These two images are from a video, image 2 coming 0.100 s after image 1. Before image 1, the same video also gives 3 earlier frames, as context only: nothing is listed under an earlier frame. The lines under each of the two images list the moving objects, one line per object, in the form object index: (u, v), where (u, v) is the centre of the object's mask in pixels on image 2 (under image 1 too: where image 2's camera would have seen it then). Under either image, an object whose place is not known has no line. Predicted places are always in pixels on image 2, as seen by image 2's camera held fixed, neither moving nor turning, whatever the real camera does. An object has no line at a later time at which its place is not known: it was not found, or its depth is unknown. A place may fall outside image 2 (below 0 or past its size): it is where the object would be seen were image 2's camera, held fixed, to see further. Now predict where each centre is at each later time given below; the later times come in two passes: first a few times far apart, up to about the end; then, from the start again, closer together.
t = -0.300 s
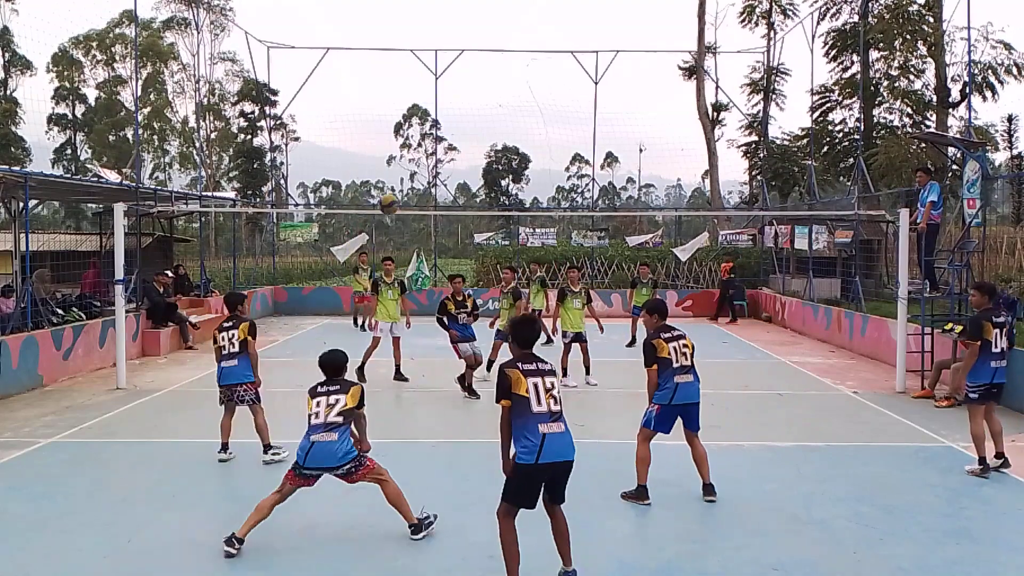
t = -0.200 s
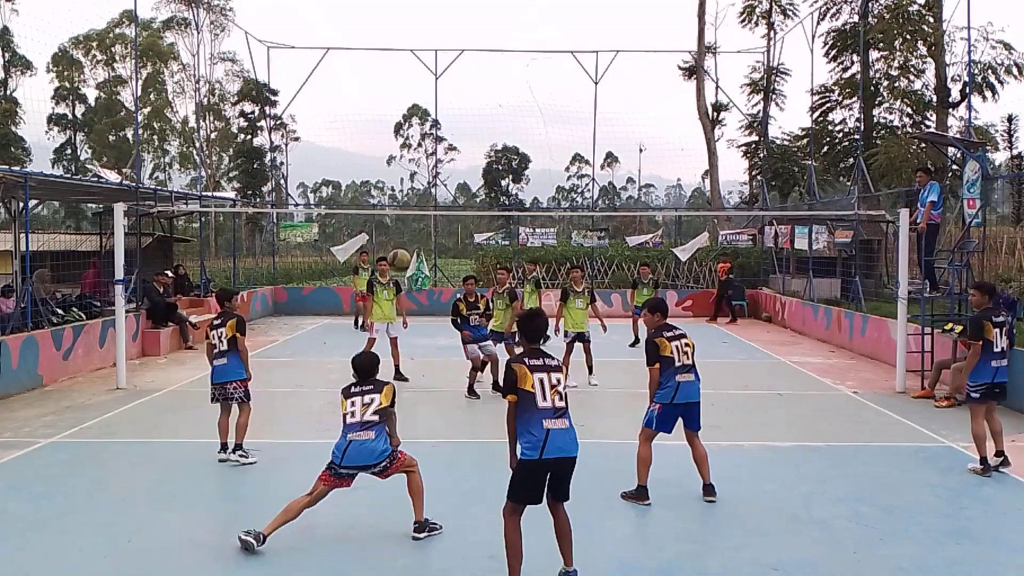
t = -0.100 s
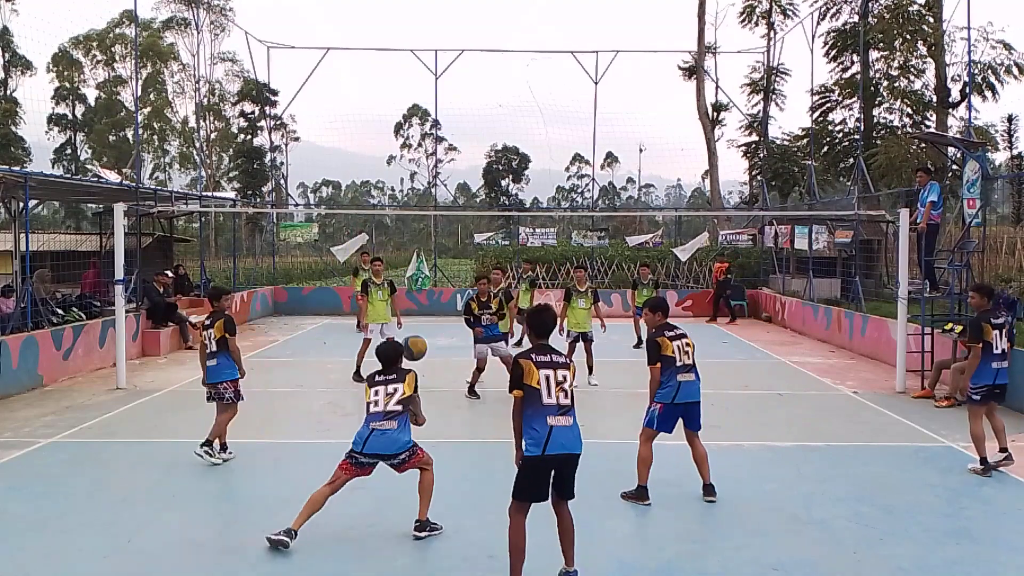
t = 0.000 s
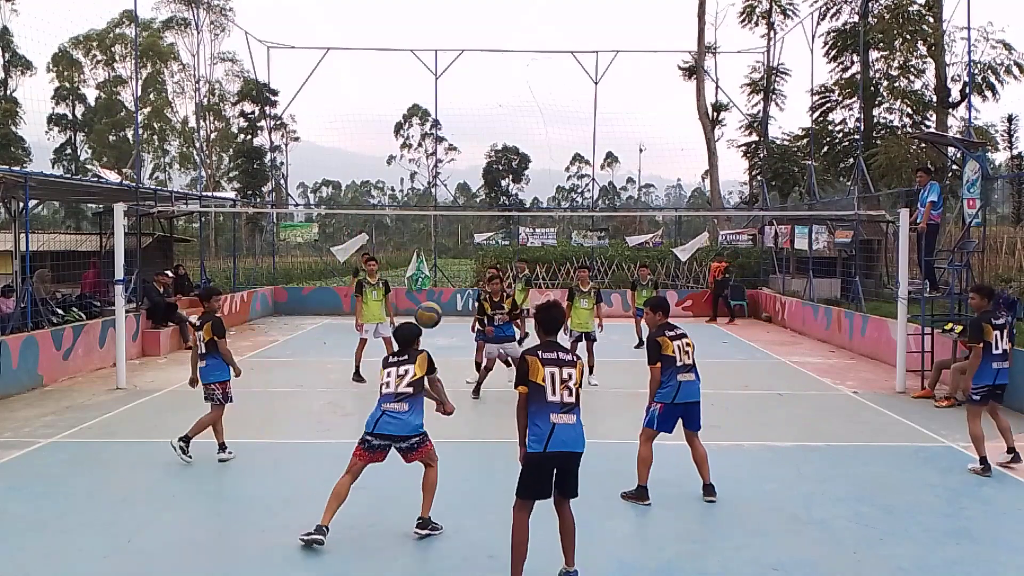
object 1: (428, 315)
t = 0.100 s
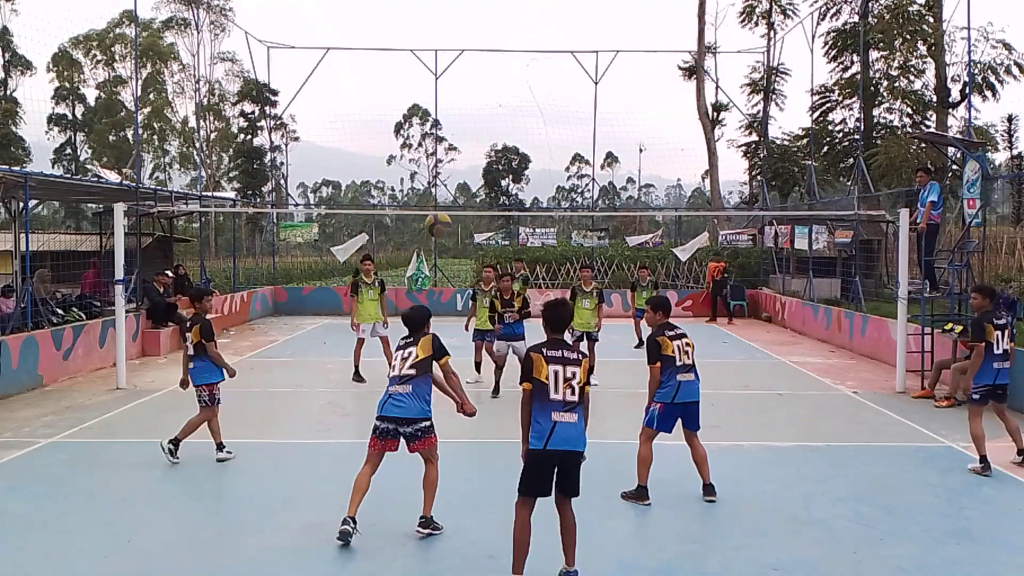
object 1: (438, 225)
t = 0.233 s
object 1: (449, 132)
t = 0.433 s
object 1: (461, 42)
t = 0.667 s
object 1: (473, 5)
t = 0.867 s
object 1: (480, 11)
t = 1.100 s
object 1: (487, 67)
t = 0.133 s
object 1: (440, 198)
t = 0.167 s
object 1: (444, 175)
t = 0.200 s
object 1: (447, 152)
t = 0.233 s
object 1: (449, 132)
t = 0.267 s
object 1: (451, 113)
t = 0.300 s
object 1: (454, 95)
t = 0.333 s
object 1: (456, 80)
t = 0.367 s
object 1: (458, 65)
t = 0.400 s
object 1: (460, 53)
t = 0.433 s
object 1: (461, 42)
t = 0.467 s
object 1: (463, 32)
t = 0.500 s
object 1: (465, 23)
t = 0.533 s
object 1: (467, 16)
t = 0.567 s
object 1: (468, 11)
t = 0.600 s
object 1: (470, 8)
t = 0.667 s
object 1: (473, 5)
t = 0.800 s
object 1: (478, 6)
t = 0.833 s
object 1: (479, 8)
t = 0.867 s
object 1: (480, 11)
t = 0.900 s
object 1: (481, 17)
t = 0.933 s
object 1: (482, 22)
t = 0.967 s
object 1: (483, 30)
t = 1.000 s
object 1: (484, 38)
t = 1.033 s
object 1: (486, 46)
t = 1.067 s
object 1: (486, 56)
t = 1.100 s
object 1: (487, 67)
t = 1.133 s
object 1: (488, 78)
